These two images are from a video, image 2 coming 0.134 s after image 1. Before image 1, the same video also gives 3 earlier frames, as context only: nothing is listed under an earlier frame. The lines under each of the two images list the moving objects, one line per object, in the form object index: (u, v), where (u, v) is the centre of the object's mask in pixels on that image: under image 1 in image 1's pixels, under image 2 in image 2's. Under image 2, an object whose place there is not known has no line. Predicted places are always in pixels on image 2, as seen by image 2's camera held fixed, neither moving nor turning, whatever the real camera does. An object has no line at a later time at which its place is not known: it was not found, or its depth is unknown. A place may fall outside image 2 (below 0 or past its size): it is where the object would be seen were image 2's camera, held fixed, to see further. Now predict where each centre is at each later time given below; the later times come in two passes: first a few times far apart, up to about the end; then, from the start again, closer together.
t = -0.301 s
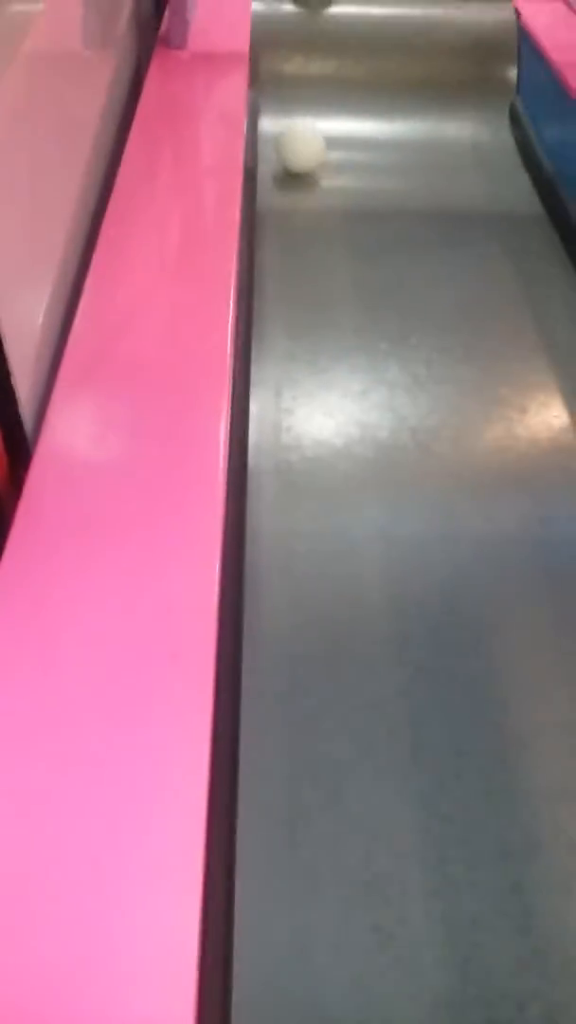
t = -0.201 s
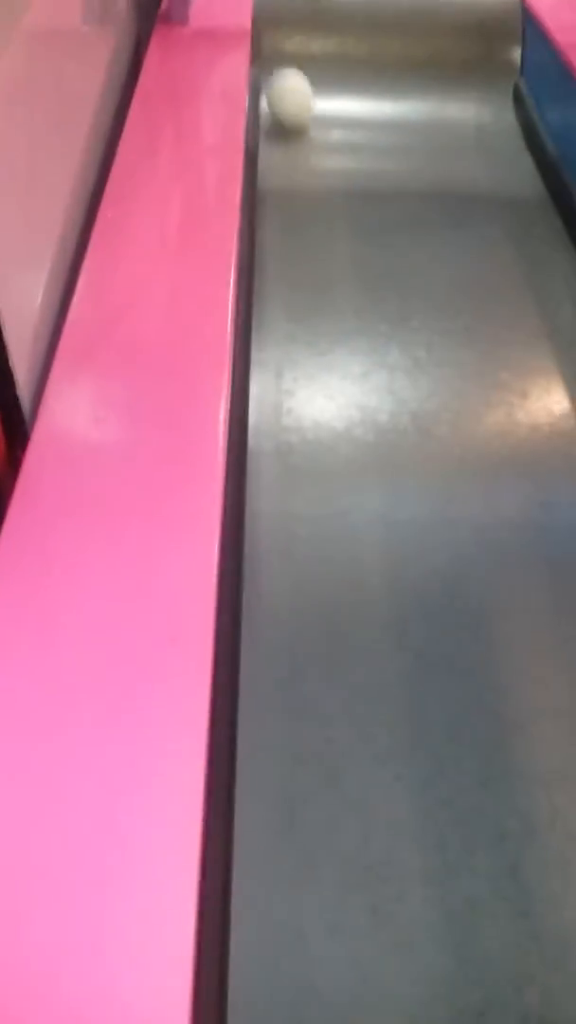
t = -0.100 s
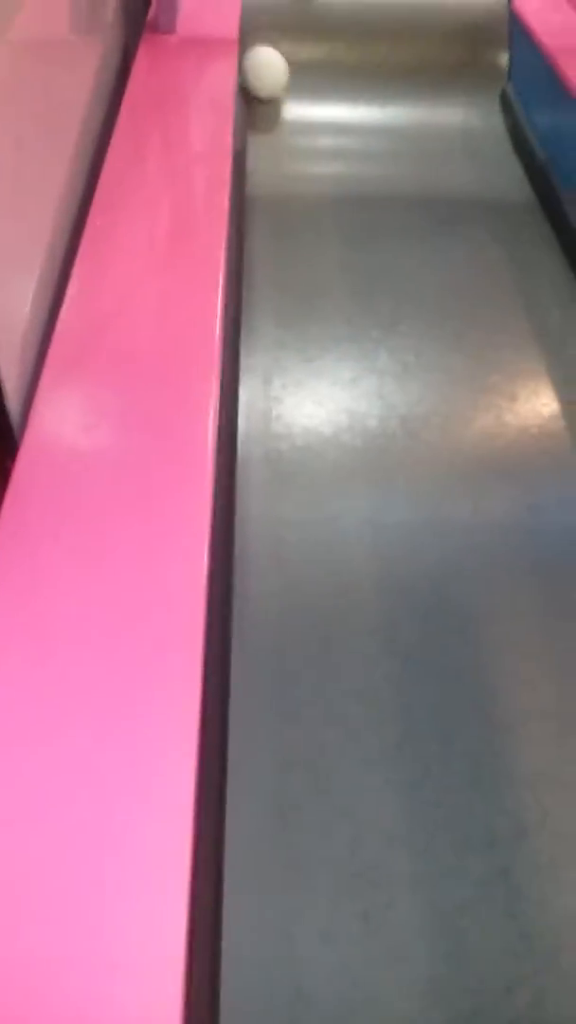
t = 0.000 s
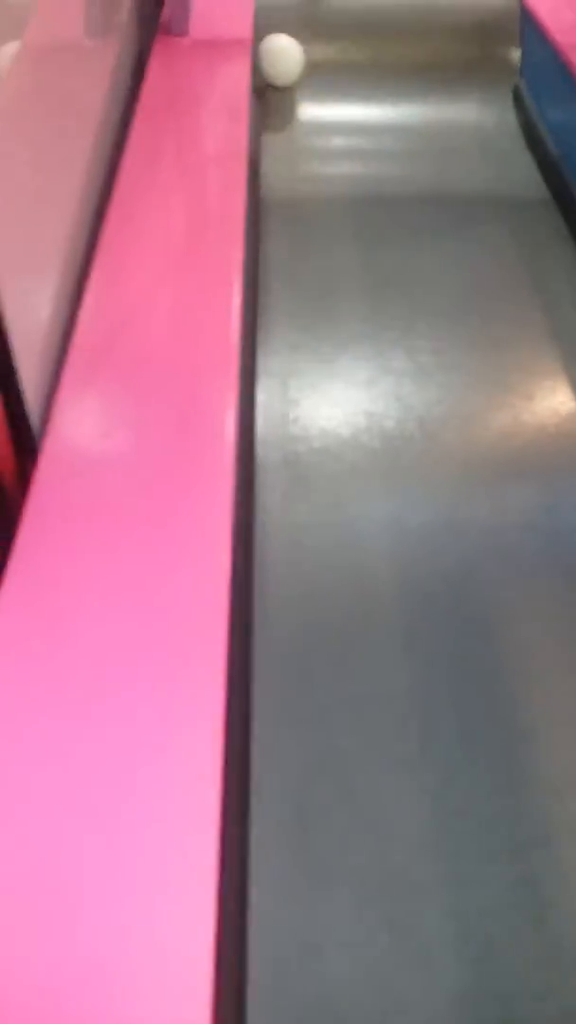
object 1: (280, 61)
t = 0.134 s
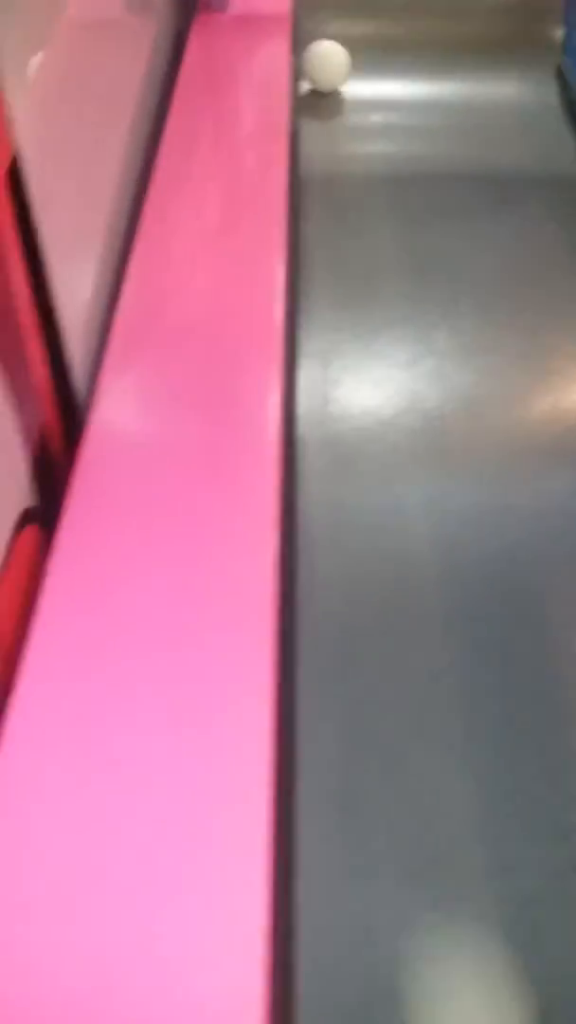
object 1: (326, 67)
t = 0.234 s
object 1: (330, 92)
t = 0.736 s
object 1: (359, 230)
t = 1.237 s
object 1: (457, 568)
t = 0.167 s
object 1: (328, 74)
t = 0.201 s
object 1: (328, 83)
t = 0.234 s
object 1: (330, 92)
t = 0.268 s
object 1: (332, 97)
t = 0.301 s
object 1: (334, 106)
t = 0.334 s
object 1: (334, 115)
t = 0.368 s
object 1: (335, 128)
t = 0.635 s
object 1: (351, 195)
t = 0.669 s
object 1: (353, 205)
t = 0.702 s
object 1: (356, 217)
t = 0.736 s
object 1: (359, 230)
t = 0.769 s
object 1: (362, 244)
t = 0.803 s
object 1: (366, 258)
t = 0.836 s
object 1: (370, 274)
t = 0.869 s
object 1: (375, 290)
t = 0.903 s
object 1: (379, 307)
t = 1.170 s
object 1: (436, 499)
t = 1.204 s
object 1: (446, 532)
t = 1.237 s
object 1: (457, 568)
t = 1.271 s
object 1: (469, 607)
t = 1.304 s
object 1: (483, 652)
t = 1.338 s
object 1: (497, 698)
